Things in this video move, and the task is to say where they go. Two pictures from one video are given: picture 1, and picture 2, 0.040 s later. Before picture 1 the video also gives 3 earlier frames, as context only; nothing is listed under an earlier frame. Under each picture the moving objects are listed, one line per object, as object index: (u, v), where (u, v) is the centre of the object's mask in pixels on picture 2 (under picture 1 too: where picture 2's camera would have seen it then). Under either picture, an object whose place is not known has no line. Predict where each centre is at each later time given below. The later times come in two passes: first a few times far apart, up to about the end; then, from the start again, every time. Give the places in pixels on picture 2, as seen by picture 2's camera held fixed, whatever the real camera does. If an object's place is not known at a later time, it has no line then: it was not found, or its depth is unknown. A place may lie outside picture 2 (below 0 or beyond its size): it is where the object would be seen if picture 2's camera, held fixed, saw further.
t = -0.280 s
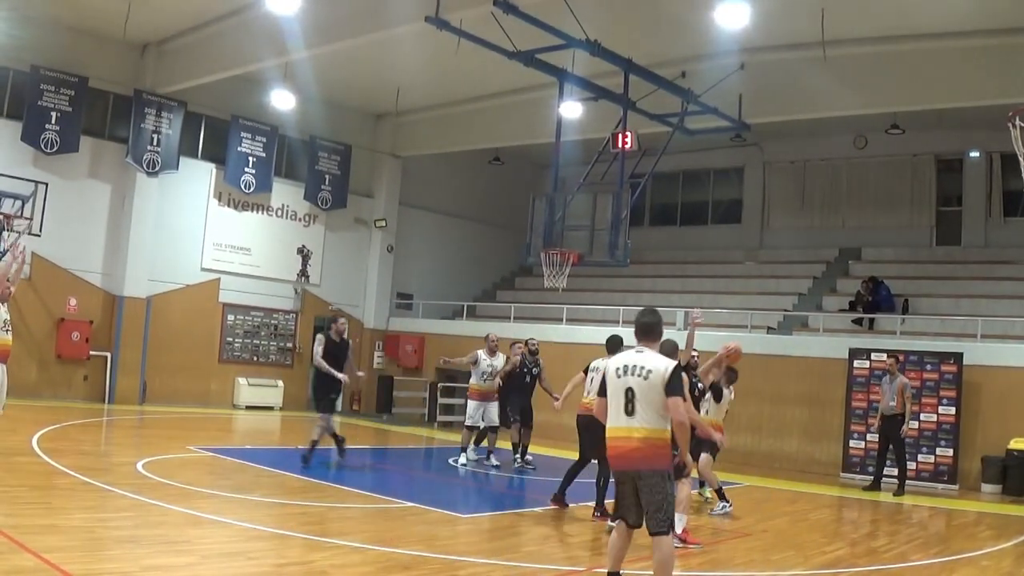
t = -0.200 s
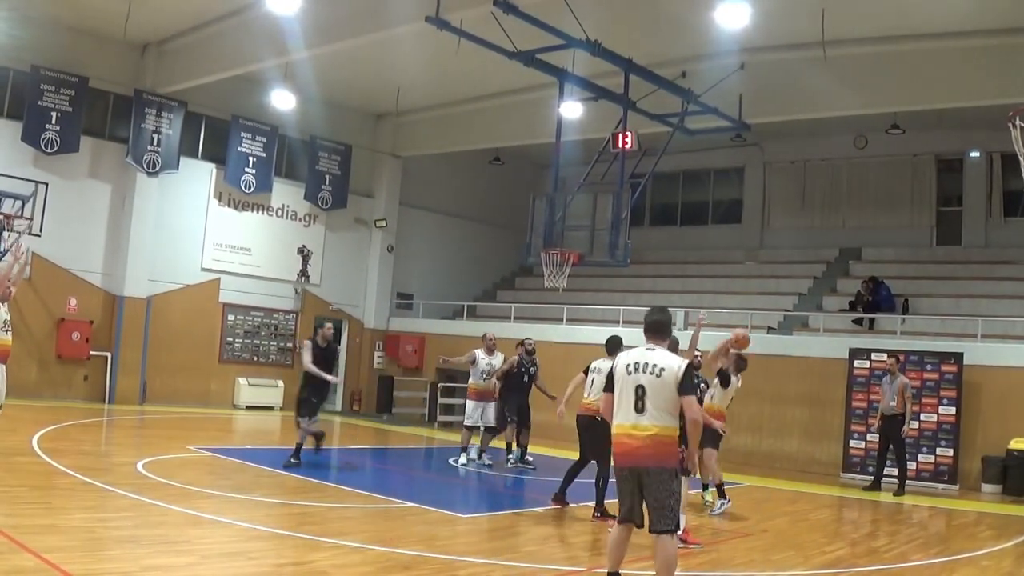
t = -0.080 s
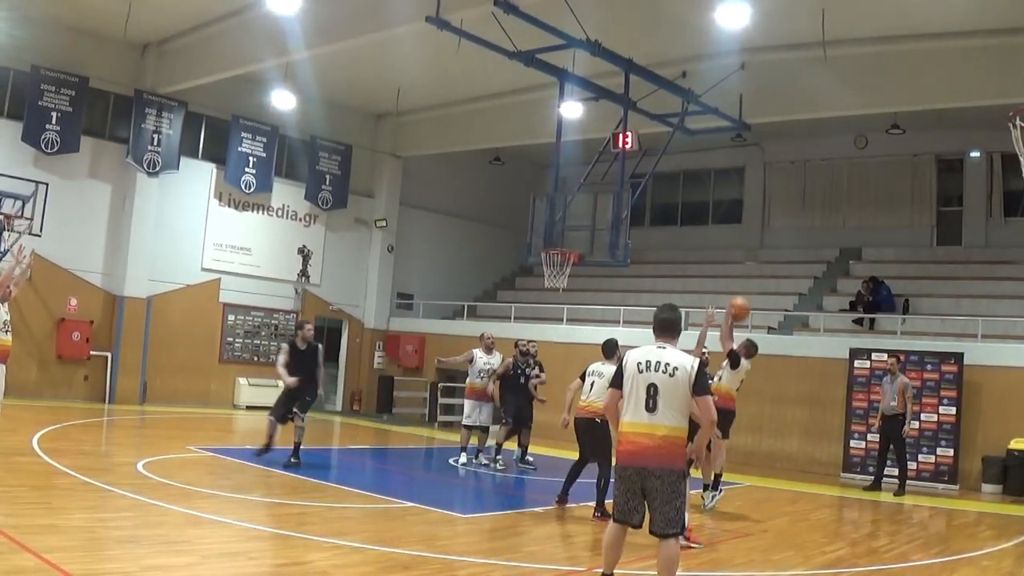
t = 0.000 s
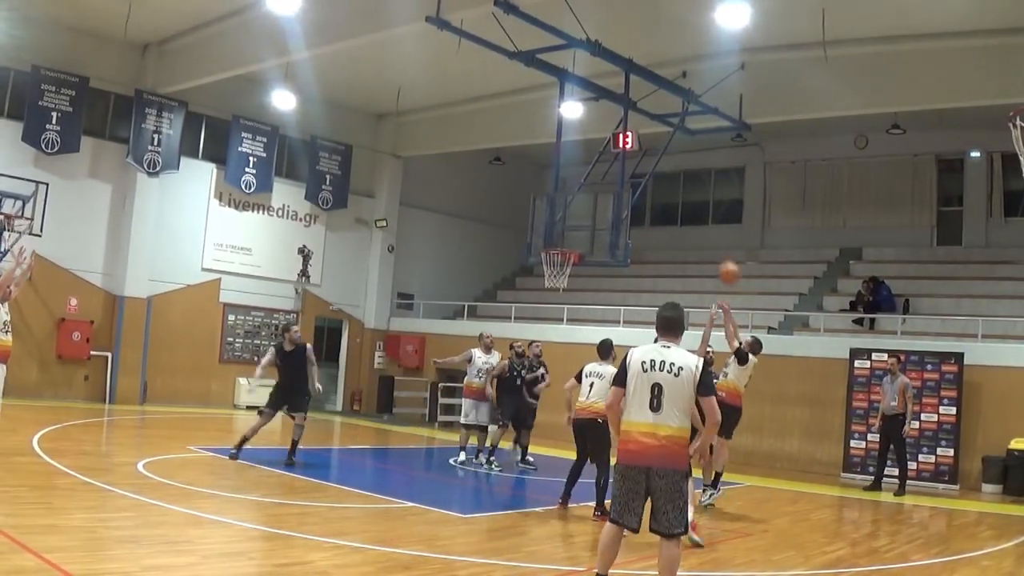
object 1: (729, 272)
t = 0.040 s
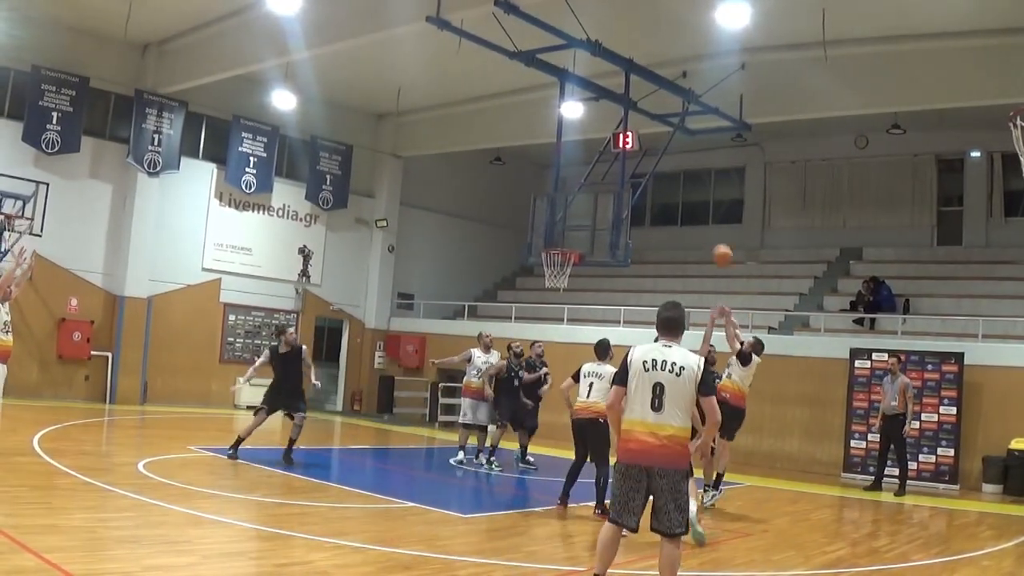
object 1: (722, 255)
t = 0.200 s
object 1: (695, 205)
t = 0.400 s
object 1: (662, 174)
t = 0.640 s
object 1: (625, 177)
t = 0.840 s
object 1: (595, 211)
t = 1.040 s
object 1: (591, 249)
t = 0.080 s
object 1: (715, 240)
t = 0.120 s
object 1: (708, 227)
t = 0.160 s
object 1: (701, 215)
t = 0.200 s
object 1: (695, 205)
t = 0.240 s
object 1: (688, 196)
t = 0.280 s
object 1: (681, 188)
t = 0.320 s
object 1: (674, 182)
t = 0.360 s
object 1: (668, 177)
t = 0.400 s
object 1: (662, 174)
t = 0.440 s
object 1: (656, 171)
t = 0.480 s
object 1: (649, 170)
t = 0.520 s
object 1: (643, 170)
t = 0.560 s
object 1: (638, 171)
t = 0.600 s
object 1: (631, 174)
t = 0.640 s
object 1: (625, 177)
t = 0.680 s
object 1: (619, 182)
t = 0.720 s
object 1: (613, 187)
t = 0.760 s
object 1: (608, 194)
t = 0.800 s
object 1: (602, 202)
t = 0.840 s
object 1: (595, 211)
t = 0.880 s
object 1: (589, 221)
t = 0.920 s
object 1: (583, 231)
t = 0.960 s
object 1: (577, 243)
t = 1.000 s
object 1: (582, 248)
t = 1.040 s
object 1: (591, 249)
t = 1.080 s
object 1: (600, 253)
